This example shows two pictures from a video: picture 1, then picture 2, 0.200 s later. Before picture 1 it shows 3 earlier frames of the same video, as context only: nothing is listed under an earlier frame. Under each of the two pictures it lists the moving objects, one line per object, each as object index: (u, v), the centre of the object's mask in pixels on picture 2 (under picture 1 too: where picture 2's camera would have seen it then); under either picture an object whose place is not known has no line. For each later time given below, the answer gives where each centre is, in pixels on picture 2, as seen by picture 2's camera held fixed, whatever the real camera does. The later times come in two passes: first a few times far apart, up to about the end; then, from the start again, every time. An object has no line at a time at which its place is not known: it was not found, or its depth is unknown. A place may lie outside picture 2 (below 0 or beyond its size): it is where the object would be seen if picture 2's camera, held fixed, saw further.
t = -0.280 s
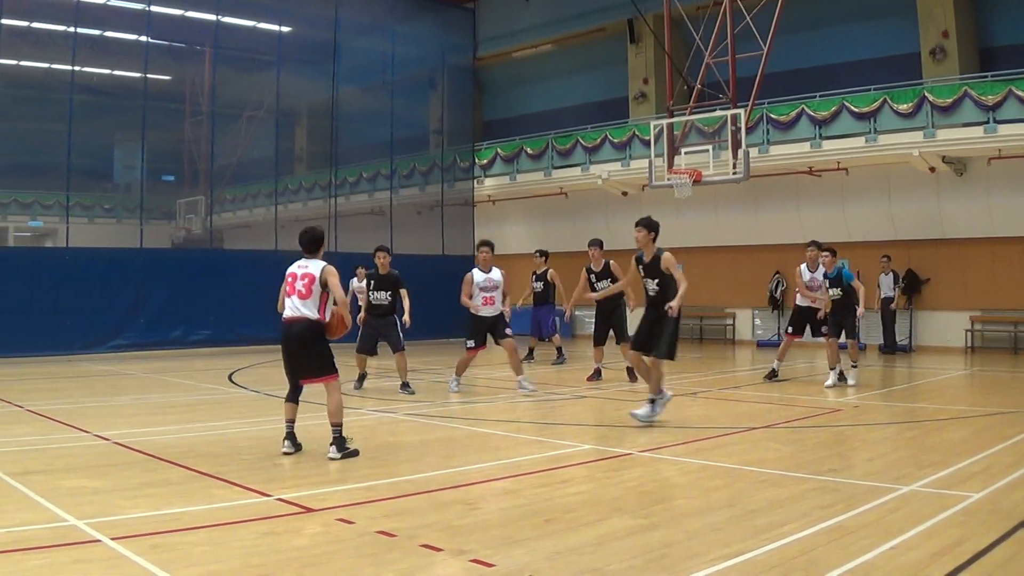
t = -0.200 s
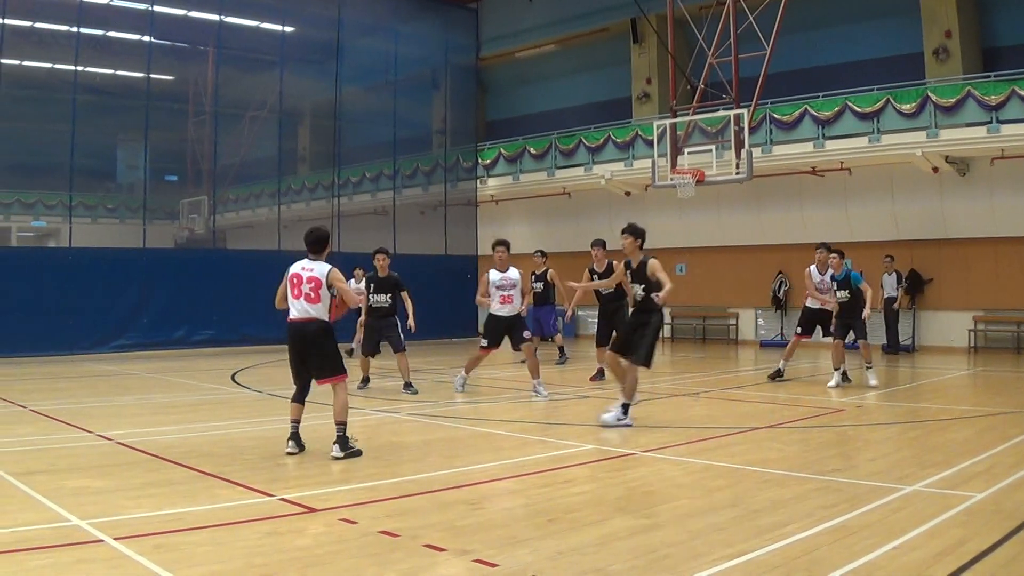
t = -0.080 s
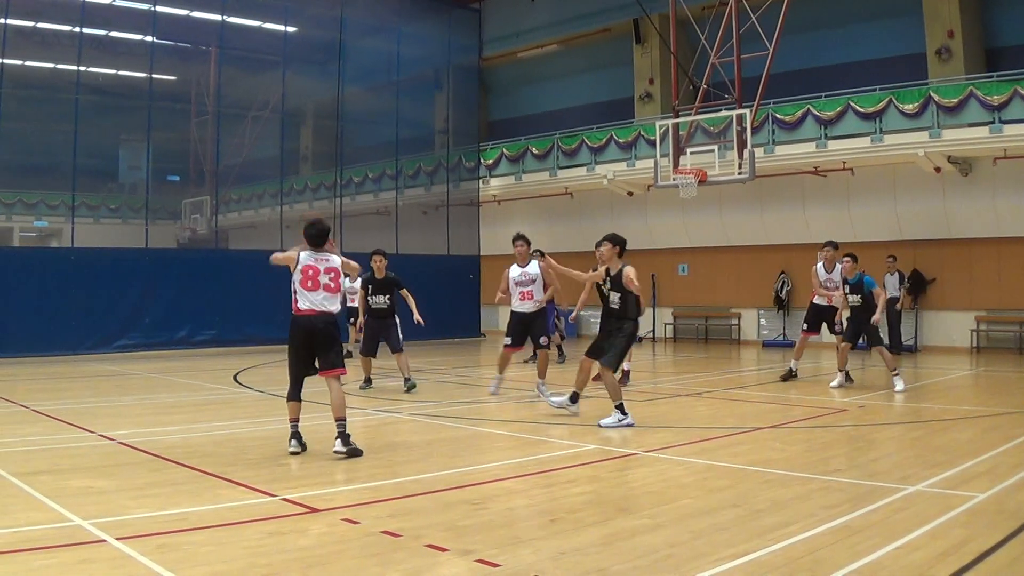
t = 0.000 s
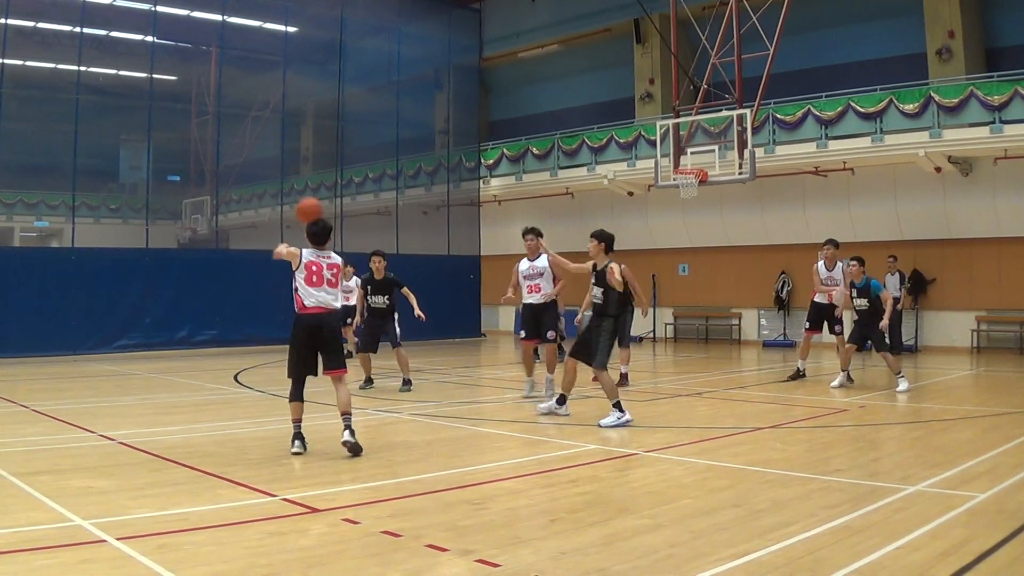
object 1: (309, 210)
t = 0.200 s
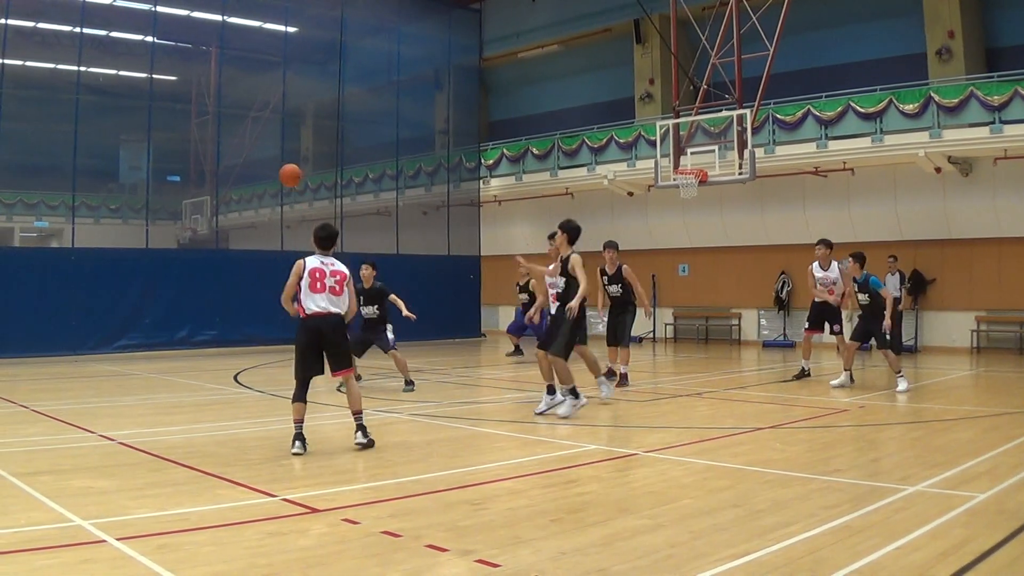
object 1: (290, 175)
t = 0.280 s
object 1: (284, 173)
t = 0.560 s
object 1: (268, 197)
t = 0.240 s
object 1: (287, 173)
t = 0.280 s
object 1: (284, 173)
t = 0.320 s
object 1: (281, 173)
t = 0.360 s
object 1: (279, 175)
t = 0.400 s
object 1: (276, 178)
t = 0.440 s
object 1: (274, 182)
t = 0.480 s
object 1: (272, 186)
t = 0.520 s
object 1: (269, 191)
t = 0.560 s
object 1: (268, 197)
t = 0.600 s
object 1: (266, 204)
